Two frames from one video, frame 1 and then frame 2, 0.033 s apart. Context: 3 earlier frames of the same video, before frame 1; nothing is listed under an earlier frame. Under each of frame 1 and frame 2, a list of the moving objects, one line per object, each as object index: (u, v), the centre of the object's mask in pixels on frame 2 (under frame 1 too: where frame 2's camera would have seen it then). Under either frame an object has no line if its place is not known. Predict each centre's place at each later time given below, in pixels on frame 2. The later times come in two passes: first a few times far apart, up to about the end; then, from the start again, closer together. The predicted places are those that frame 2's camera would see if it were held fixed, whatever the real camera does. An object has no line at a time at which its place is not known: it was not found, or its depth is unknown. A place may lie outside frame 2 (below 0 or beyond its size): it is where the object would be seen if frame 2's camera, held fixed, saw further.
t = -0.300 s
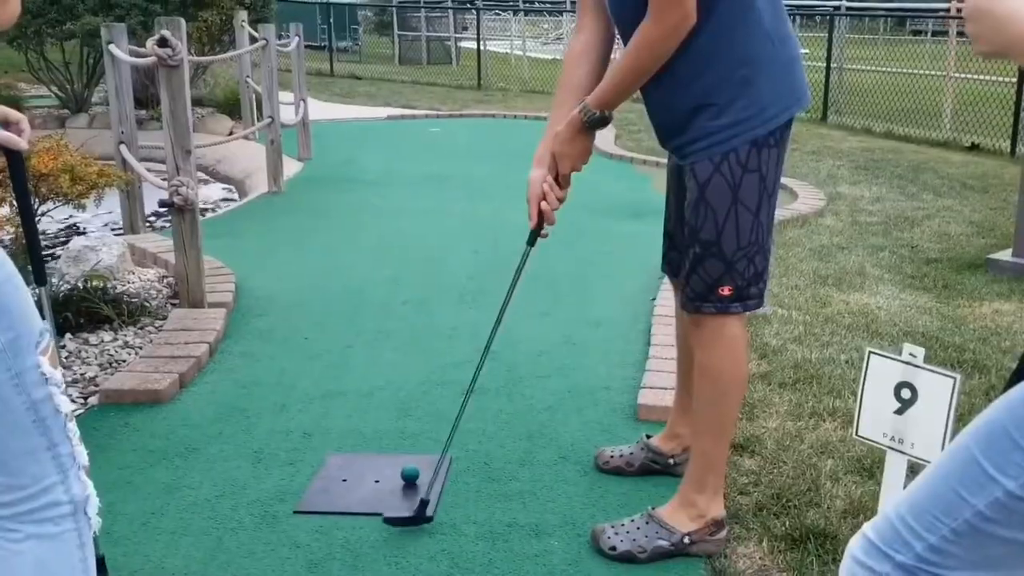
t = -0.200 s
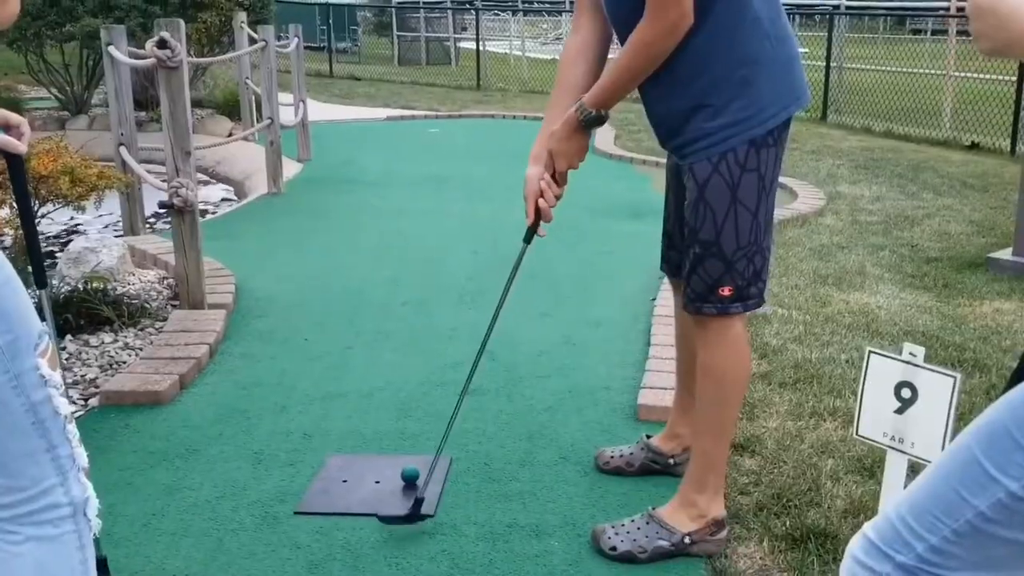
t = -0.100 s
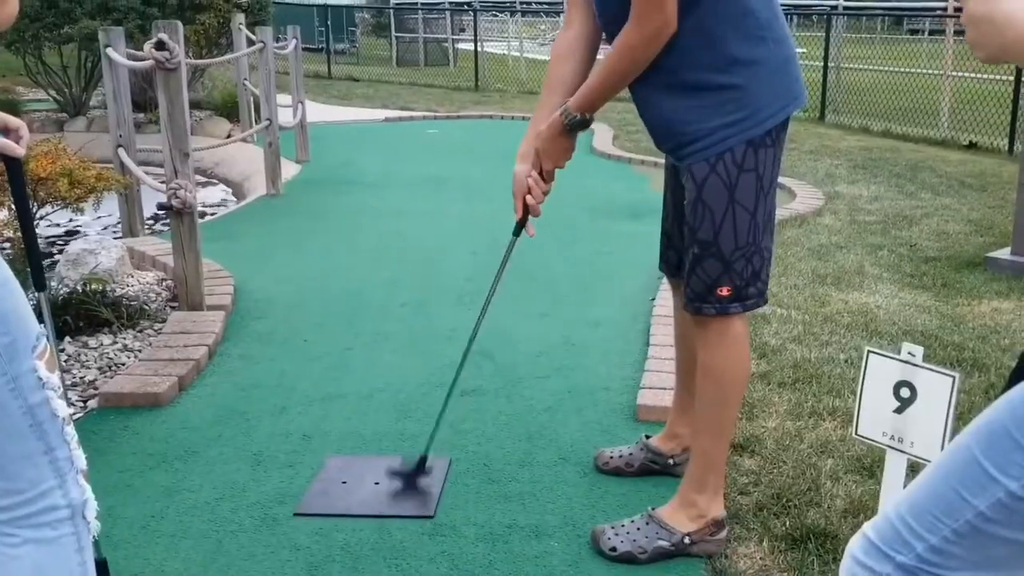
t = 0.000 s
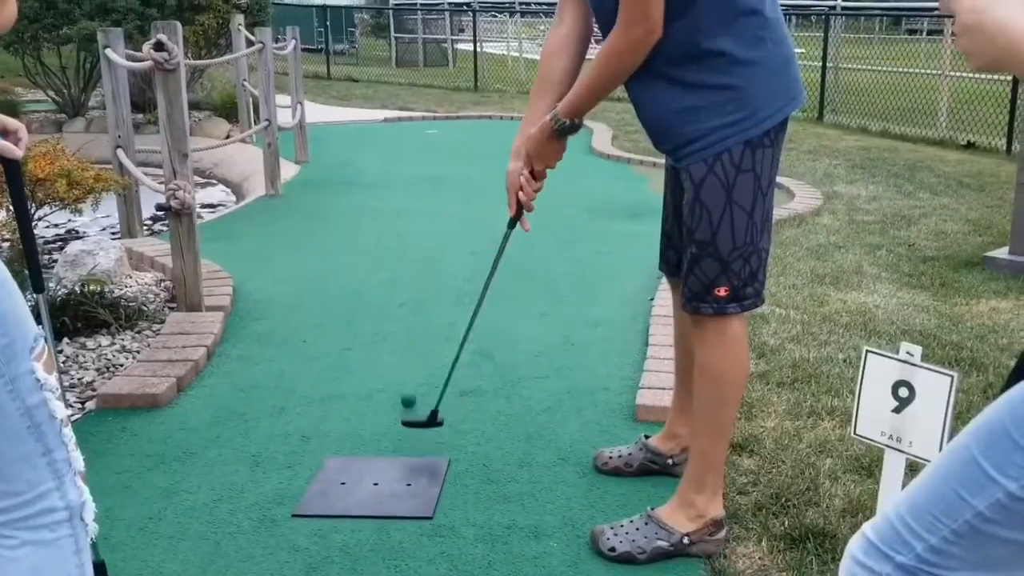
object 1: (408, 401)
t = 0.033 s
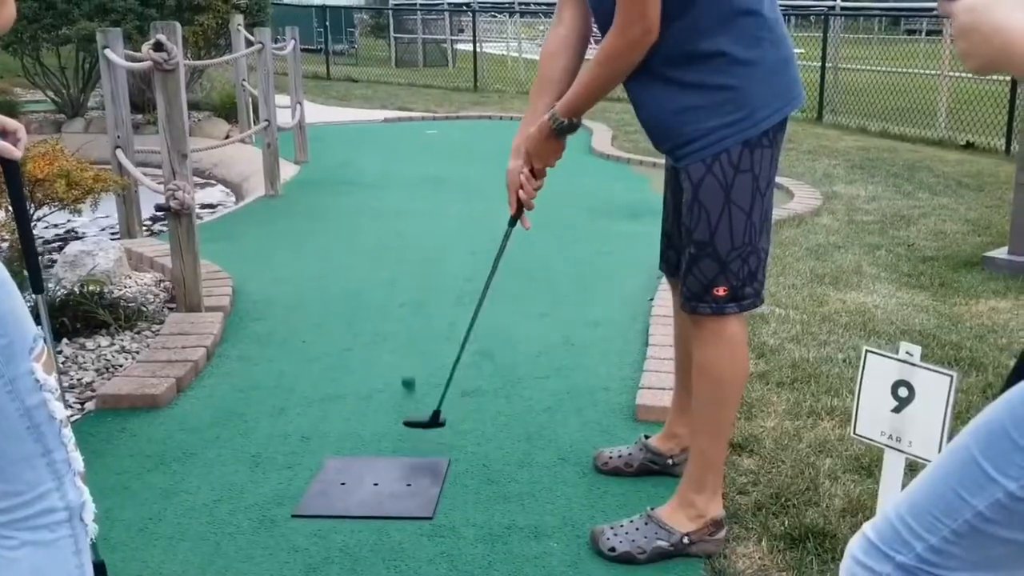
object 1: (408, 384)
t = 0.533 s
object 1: (413, 246)
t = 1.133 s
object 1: (433, 166)
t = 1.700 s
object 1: (467, 129)
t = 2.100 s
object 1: (469, 120)
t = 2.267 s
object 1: (465, 122)
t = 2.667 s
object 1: (449, 125)
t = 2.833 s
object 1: (444, 127)
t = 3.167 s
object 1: (434, 129)
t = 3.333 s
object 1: (429, 132)
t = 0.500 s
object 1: (413, 254)
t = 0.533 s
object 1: (413, 246)
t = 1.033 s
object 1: (427, 172)
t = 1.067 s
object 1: (429, 170)
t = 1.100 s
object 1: (431, 168)
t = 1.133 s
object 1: (433, 166)
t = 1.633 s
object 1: (463, 133)
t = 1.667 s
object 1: (465, 131)
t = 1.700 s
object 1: (467, 129)
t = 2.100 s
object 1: (469, 120)
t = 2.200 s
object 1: (468, 121)
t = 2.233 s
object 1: (466, 122)
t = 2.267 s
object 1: (465, 122)
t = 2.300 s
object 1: (464, 122)
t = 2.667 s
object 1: (449, 125)
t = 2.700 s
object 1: (448, 126)
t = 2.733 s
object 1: (447, 126)
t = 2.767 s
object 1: (446, 126)
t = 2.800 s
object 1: (445, 126)
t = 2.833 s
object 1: (444, 127)
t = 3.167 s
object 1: (434, 129)
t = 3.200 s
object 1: (433, 129)
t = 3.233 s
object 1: (432, 129)
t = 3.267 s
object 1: (432, 129)
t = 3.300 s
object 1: (430, 130)
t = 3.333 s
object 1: (429, 132)
